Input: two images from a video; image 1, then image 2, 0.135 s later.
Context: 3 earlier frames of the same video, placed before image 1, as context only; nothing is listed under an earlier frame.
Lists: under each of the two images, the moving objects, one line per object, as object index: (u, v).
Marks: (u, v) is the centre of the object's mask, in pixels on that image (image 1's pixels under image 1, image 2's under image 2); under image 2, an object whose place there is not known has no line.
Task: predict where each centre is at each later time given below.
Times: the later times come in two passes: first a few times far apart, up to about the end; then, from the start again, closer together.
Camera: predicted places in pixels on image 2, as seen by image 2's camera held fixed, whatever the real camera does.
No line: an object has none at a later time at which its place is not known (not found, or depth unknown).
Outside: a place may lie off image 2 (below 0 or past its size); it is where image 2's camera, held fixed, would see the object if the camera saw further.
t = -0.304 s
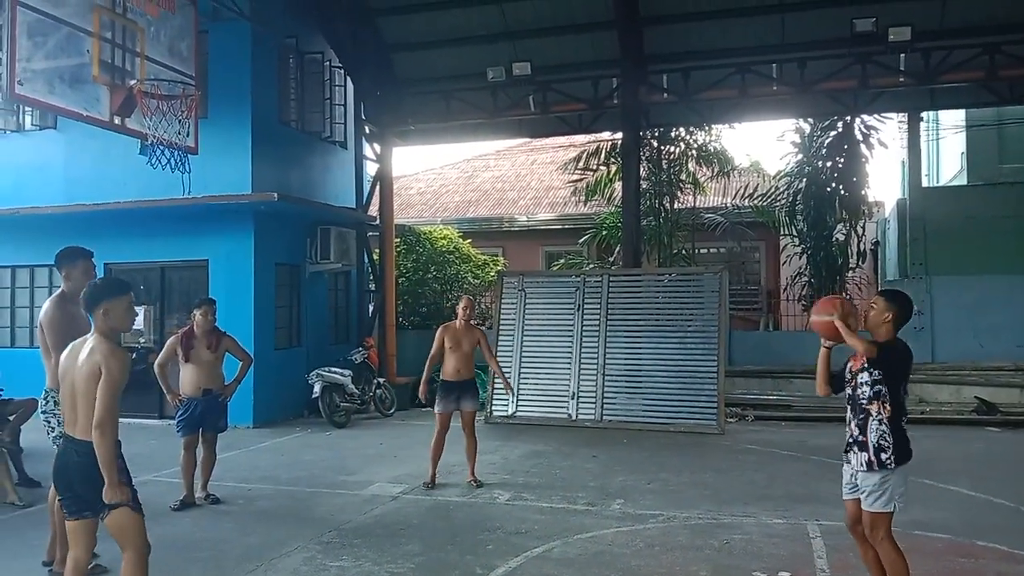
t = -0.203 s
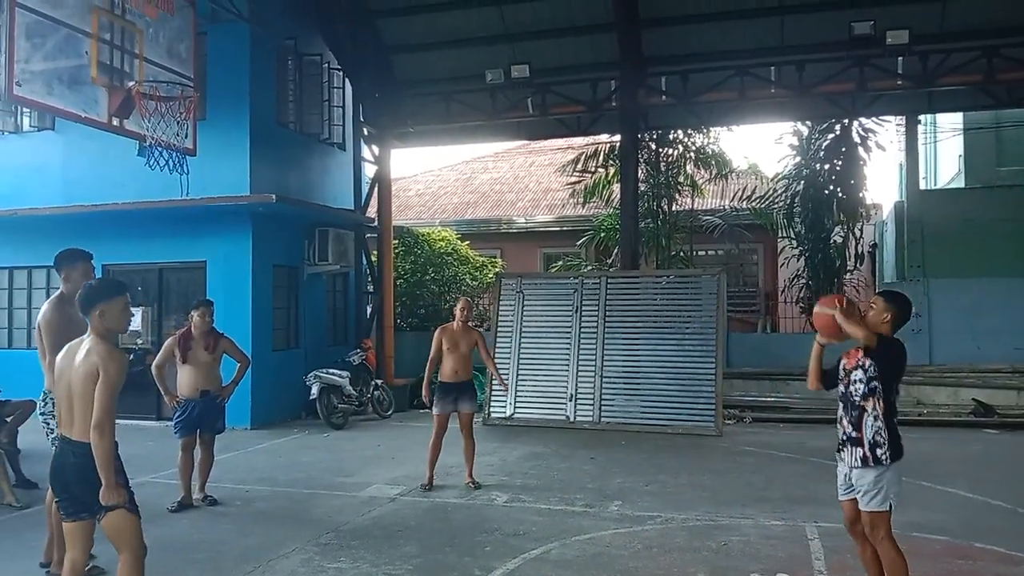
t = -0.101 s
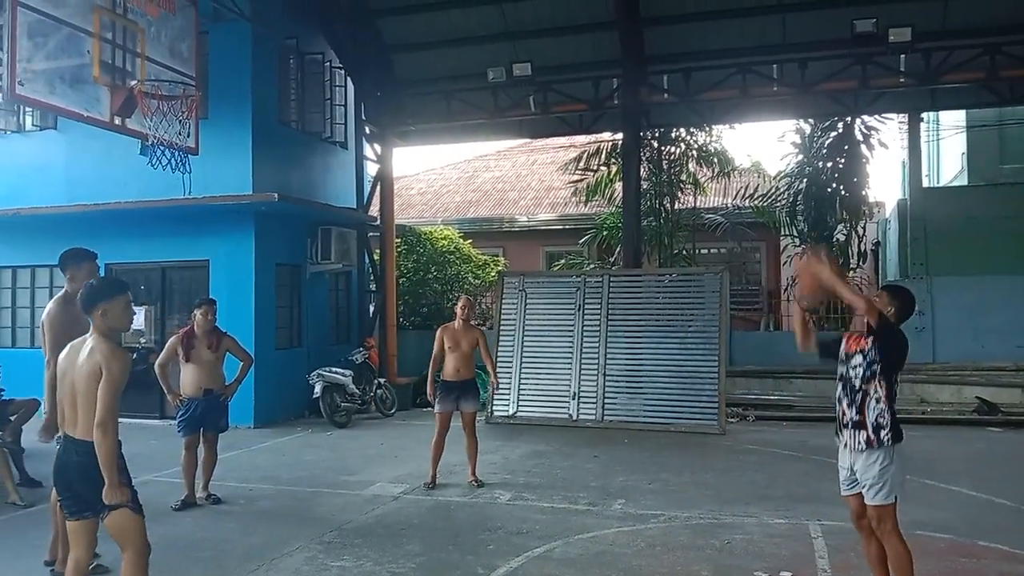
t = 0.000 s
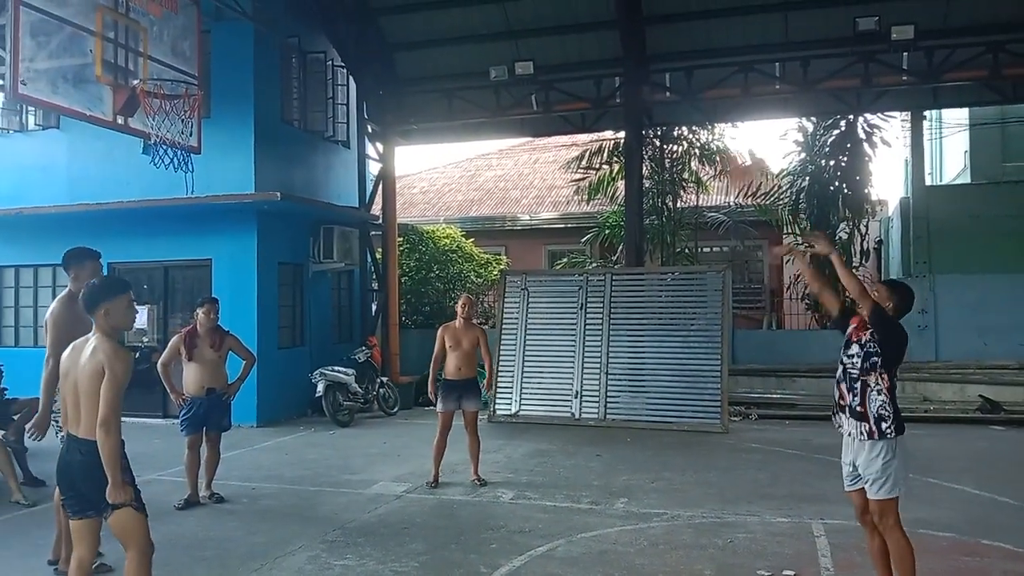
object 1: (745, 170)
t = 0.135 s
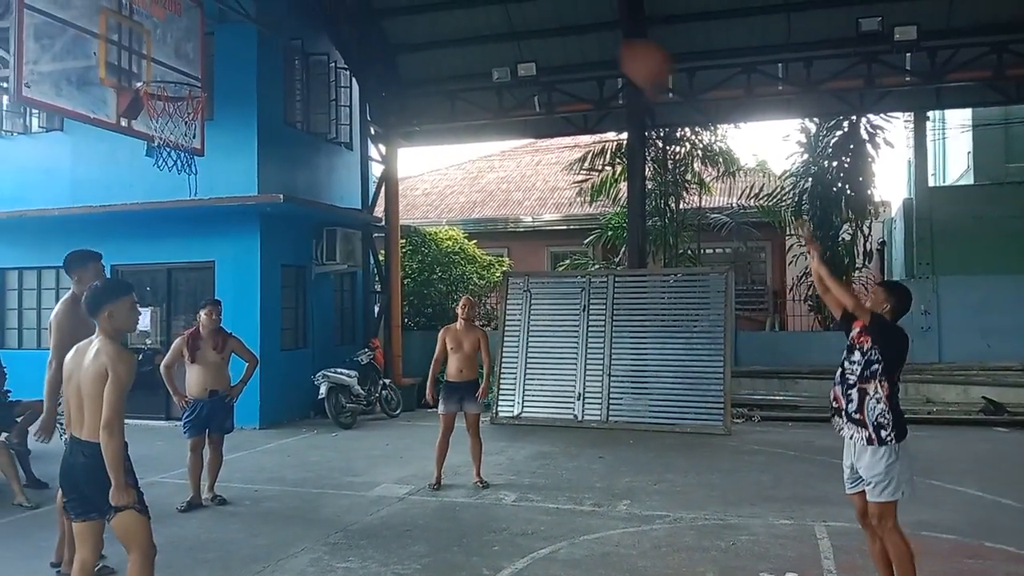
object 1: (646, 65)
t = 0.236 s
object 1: (576, 13)
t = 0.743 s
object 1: (284, 5)
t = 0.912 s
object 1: (208, 68)
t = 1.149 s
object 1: (143, 67)
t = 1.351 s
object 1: (99, 77)
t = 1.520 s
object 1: (53, 137)
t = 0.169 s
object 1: (623, 45)
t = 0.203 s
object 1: (599, 24)
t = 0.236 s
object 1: (576, 13)
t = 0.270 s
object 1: (555, 6)
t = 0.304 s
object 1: (534, 1)
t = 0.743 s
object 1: (284, 5)
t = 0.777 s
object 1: (269, 11)
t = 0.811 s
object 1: (254, 21)
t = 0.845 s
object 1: (237, 36)
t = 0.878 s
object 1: (221, 53)
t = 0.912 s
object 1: (208, 68)
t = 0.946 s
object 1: (195, 80)
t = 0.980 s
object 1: (186, 81)
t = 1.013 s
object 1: (175, 89)
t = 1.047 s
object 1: (163, 83)
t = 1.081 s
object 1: (160, 74)
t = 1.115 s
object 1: (151, 71)
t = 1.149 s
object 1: (143, 67)
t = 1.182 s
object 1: (136, 67)
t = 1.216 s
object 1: (129, 66)
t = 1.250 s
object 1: (121, 68)
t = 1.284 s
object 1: (115, 70)
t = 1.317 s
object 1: (105, 73)
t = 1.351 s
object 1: (99, 77)
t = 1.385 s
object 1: (88, 86)
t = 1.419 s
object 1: (82, 94)
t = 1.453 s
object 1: (73, 108)
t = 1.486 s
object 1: (62, 123)
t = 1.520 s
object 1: (53, 137)
